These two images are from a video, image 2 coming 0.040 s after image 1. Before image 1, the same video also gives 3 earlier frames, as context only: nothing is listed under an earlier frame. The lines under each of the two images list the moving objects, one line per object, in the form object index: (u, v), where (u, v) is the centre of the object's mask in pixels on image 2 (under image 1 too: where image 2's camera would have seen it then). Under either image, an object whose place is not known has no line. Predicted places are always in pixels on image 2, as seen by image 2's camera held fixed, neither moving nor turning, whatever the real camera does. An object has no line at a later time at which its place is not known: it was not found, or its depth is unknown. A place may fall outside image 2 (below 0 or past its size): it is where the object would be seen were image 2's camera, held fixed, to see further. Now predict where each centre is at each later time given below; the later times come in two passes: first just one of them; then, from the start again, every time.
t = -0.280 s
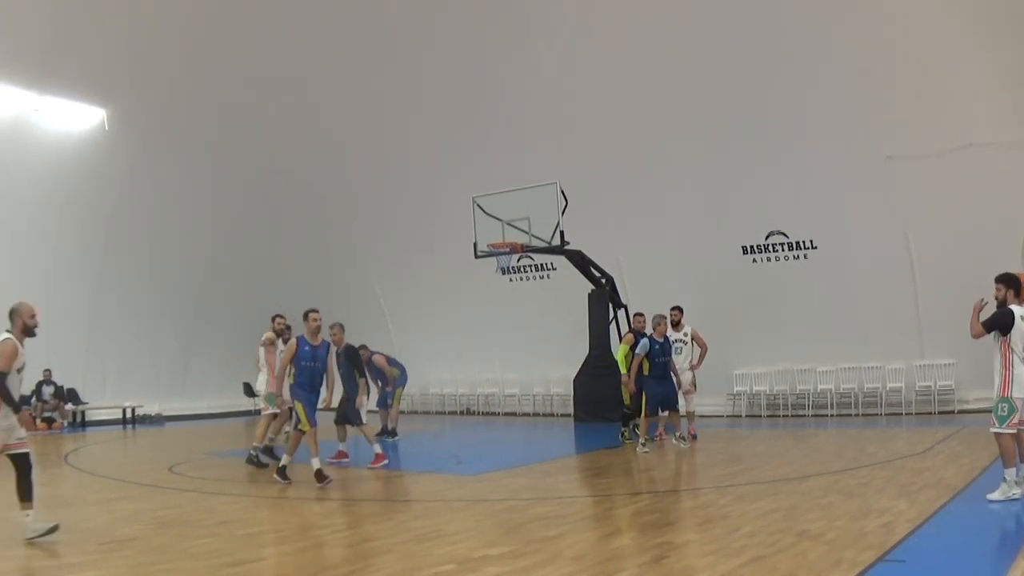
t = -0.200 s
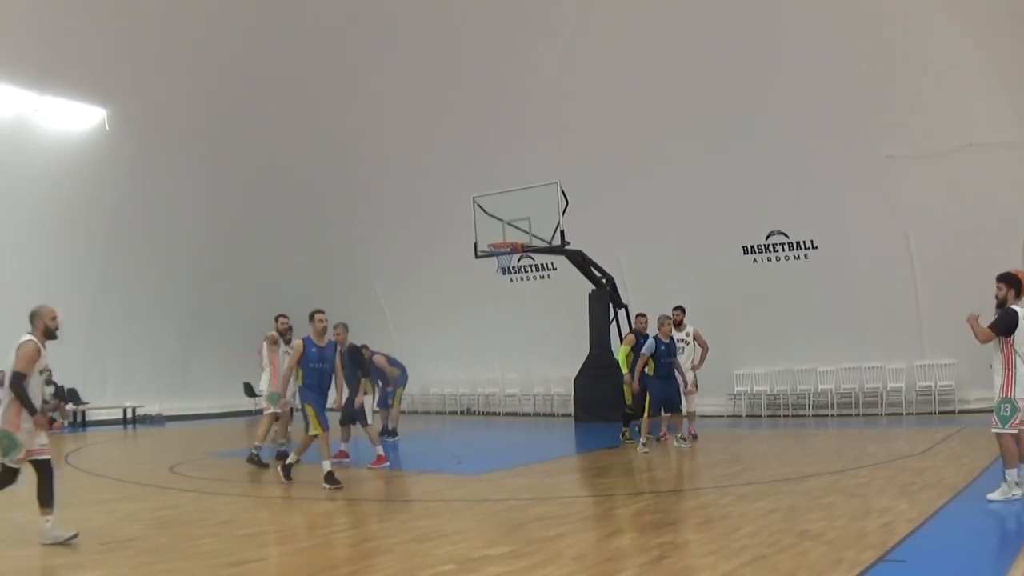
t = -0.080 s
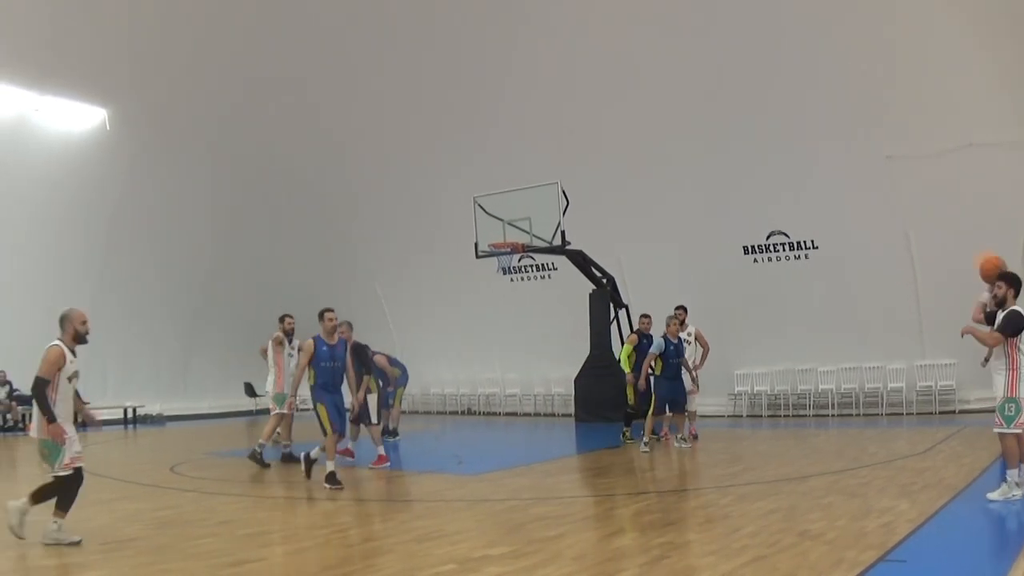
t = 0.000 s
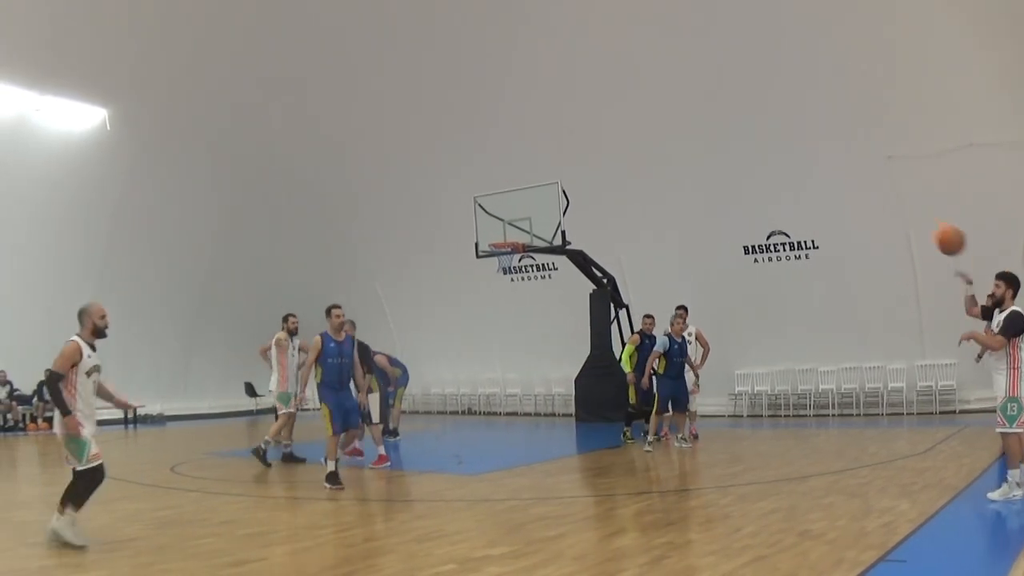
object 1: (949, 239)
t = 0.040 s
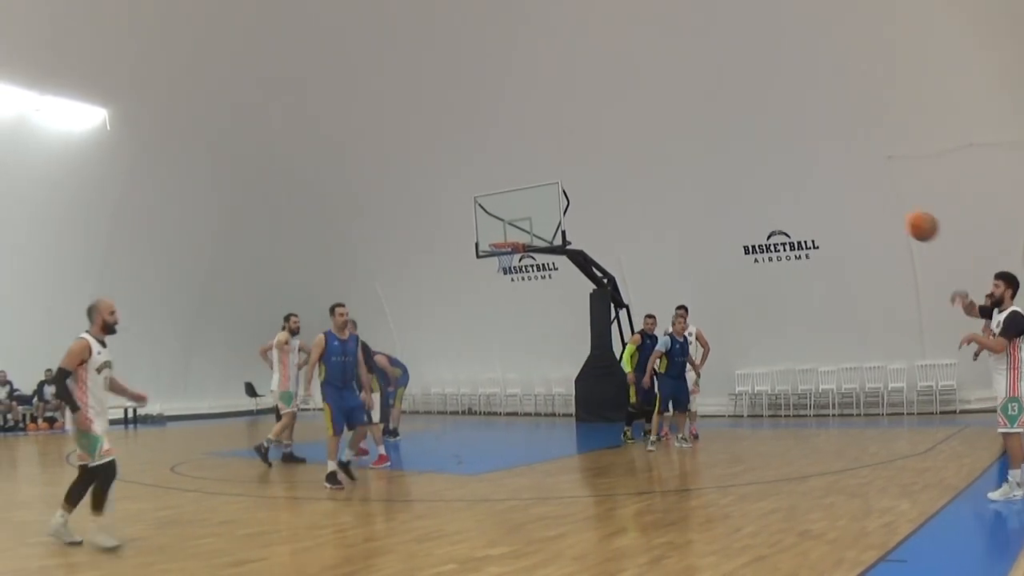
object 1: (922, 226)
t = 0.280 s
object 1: (736, 176)
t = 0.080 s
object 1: (891, 212)
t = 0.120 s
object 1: (862, 201)
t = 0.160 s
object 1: (832, 193)
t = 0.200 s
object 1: (802, 185)
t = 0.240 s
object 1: (769, 179)
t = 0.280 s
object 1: (736, 176)
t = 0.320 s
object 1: (706, 175)
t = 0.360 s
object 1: (672, 176)
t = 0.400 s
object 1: (638, 178)
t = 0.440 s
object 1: (605, 183)
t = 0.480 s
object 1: (572, 191)
